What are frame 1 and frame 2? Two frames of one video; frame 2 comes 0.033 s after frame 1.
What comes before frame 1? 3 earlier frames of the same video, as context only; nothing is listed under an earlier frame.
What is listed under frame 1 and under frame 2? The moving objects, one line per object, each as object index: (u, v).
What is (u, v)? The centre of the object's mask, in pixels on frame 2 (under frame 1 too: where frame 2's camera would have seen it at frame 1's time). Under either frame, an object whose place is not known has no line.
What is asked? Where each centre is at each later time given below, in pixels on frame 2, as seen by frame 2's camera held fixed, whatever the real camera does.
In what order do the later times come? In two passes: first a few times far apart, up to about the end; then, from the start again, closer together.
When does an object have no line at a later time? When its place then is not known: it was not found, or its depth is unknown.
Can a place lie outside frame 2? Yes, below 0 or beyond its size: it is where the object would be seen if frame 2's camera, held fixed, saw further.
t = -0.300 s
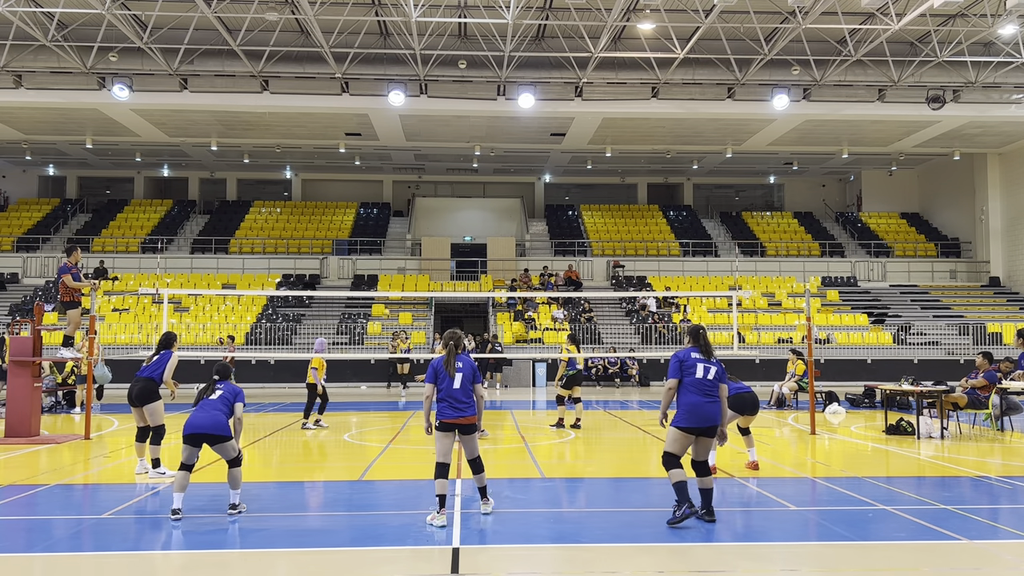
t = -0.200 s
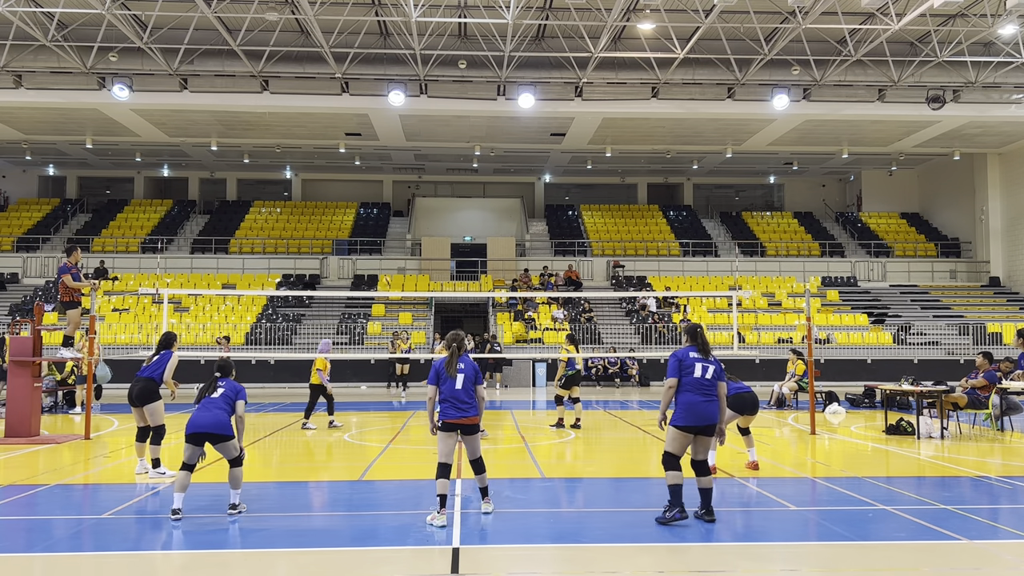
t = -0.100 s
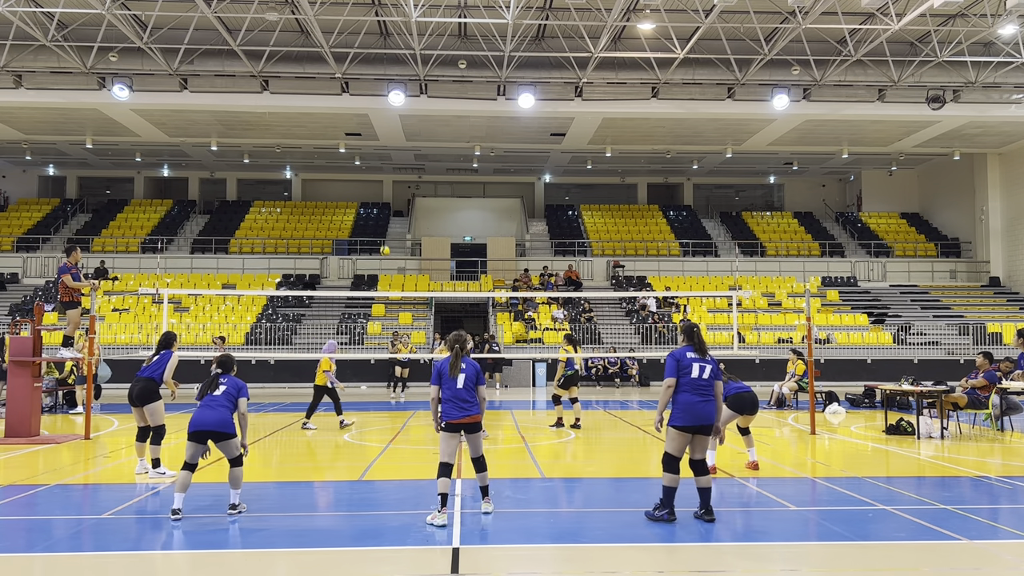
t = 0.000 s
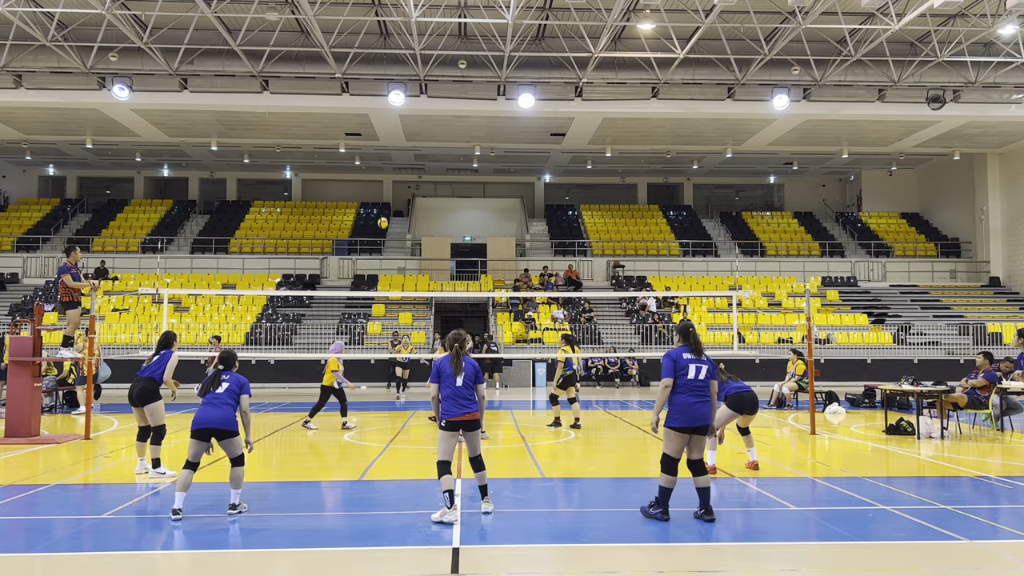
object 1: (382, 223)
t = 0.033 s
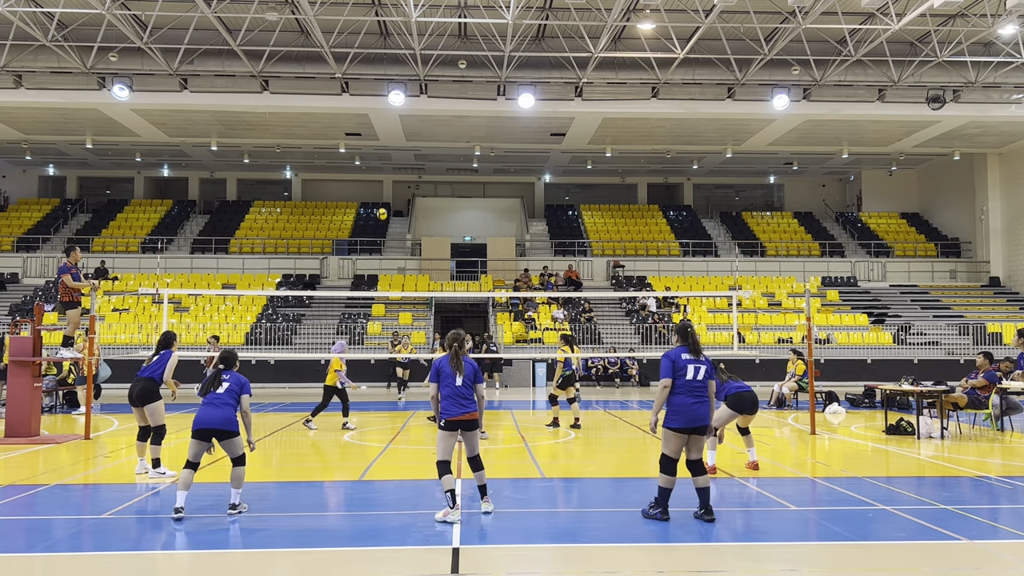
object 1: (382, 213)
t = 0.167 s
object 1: (377, 181)
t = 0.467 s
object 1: (364, 131)
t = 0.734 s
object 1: (348, 125)
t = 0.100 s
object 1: (380, 197)
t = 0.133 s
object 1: (379, 189)
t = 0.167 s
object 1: (377, 181)
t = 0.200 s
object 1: (376, 173)
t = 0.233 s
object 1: (374, 165)
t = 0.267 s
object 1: (373, 159)
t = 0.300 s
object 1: (372, 154)
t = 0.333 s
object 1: (371, 148)
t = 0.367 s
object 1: (370, 143)
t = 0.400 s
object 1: (368, 138)
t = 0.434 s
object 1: (366, 134)
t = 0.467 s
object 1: (364, 131)
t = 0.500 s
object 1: (363, 128)
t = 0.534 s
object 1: (361, 126)
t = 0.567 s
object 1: (359, 124)
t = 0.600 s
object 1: (357, 123)
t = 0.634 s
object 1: (355, 122)
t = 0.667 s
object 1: (353, 122)
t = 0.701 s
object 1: (350, 123)
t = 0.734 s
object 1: (348, 125)
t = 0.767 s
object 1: (346, 127)
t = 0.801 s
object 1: (343, 131)
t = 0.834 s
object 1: (341, 136)
